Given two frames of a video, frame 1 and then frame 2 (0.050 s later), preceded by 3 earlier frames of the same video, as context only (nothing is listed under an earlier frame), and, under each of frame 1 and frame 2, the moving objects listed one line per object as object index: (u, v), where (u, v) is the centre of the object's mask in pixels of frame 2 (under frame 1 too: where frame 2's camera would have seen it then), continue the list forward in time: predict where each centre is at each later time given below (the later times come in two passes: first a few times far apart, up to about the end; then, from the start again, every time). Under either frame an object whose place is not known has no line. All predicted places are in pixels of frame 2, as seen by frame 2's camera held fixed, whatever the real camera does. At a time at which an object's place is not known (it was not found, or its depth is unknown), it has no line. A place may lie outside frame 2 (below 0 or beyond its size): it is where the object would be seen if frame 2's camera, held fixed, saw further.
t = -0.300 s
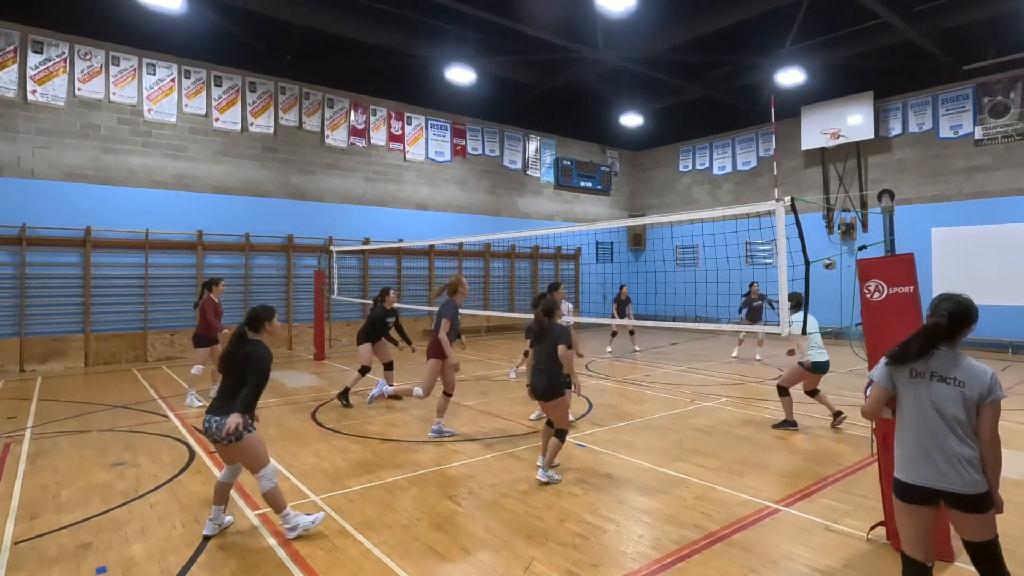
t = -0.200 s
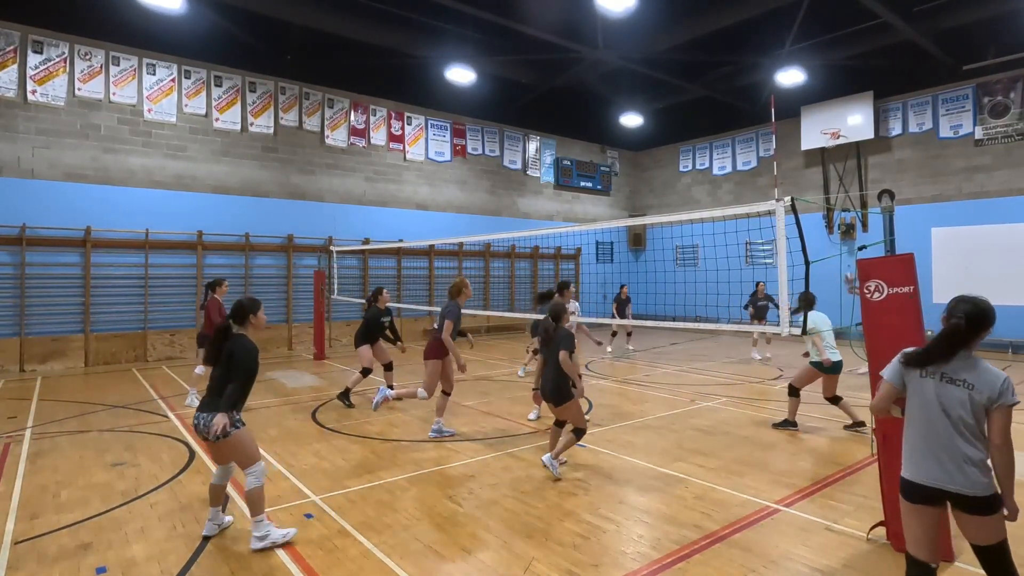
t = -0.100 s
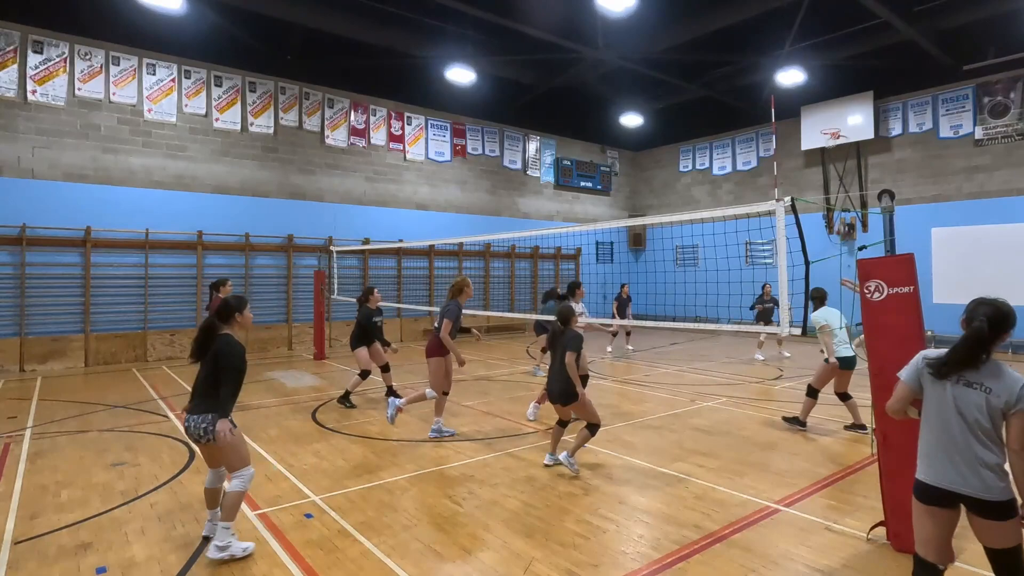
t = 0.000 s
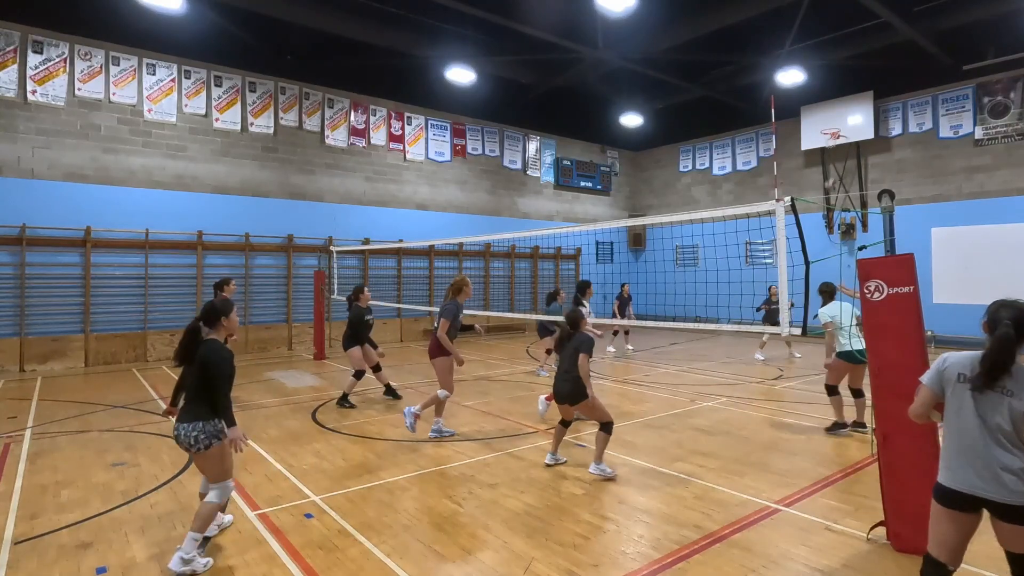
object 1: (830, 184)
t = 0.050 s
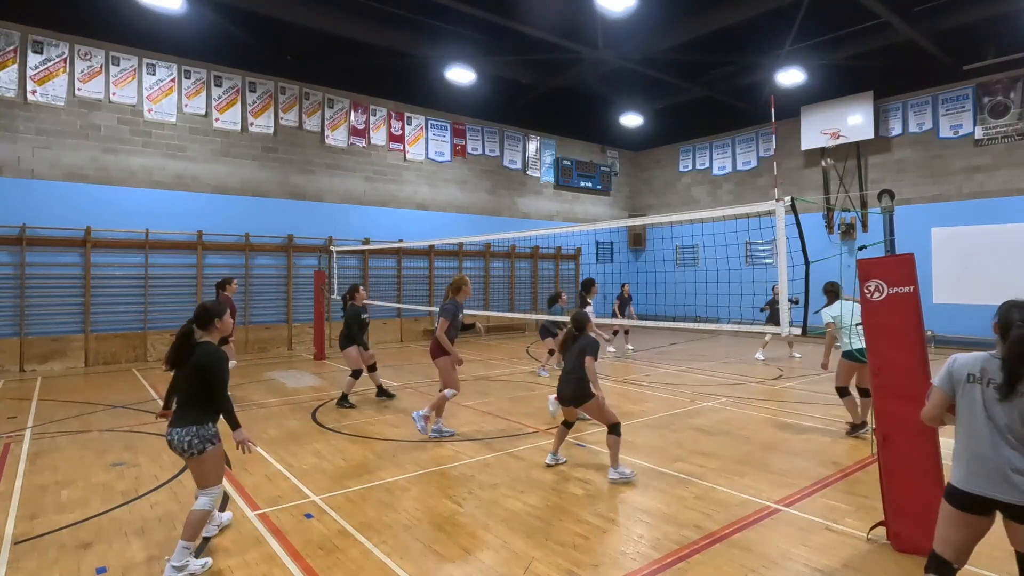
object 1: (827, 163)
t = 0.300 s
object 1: (806, 83)
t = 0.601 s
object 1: (778, 30)
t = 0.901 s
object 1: (751, 31)
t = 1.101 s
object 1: (732, 66)
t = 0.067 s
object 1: (826, 158)
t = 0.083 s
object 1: (824, 153)
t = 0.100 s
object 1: (822, 146)
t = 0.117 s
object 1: (821, 140)
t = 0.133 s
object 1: (819, 134)
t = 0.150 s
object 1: (818, 128)
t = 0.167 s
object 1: (817, 123)
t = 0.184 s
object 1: (815, 118)
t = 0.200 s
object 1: (813, 111)
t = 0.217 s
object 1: (812, 106)
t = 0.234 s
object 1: (811, 101)
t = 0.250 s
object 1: (809, 97)
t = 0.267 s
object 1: (807, 92)
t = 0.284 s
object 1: (806, 87)
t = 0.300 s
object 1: (806, 83)
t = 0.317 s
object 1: (804, 78)
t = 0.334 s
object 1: (802, 76)
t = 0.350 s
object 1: (801, 71)
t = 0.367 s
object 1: (800, 66)
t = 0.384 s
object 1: (797, 62)
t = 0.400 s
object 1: (796, 60)
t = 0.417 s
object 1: (794, 56)
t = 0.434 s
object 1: (793, 53)
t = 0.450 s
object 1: (792, 50)
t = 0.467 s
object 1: (790, 47)
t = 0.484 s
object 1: (789, 44)
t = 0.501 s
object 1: (787, 42)
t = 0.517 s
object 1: (786, 39)
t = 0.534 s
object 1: (784, 37)
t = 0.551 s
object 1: (783, 35)
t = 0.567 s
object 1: (781, 33)
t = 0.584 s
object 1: (780, 32)
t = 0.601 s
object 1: (778, 30)
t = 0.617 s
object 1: (777, 28)
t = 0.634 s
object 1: (775, 27)
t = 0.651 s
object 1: (774, 26)
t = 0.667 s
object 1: (772, 25)
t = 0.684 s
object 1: (771, 24)
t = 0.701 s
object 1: (770, 24)
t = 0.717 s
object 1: (768, 23)
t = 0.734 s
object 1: (766, 23)
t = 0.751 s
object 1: (765, 23)
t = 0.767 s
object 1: (763, 23)
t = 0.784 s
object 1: (762, 23)
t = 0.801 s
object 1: (760, 24)
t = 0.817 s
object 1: (759, 25)
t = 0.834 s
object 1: (757, 25)
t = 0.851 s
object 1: (756, 27)
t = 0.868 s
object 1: (754, 28)
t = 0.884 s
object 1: (753, 29)
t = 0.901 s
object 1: (751, 31)
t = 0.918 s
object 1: (750, 33)
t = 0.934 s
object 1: (748, 35)
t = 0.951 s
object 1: (747, 37)
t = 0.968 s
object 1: (745, 39)
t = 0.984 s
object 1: (743, 42)
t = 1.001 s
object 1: (742, 45)
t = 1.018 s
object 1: (740, 48)
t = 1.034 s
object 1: (739, 51)
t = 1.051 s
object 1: (737, 54)
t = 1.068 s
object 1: (736, 58)
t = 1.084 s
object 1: (734, 62)
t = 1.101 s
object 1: (732, 66)
